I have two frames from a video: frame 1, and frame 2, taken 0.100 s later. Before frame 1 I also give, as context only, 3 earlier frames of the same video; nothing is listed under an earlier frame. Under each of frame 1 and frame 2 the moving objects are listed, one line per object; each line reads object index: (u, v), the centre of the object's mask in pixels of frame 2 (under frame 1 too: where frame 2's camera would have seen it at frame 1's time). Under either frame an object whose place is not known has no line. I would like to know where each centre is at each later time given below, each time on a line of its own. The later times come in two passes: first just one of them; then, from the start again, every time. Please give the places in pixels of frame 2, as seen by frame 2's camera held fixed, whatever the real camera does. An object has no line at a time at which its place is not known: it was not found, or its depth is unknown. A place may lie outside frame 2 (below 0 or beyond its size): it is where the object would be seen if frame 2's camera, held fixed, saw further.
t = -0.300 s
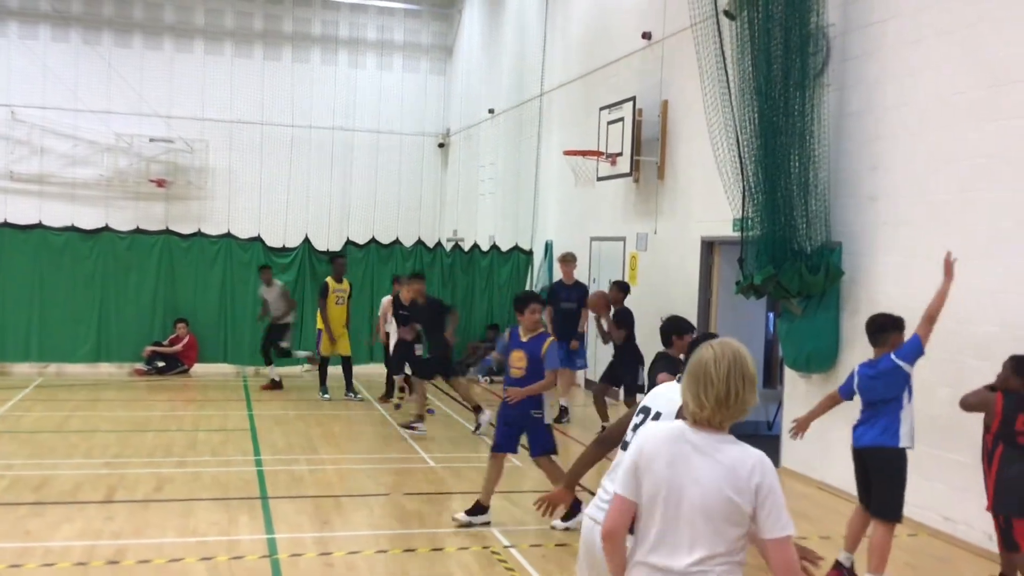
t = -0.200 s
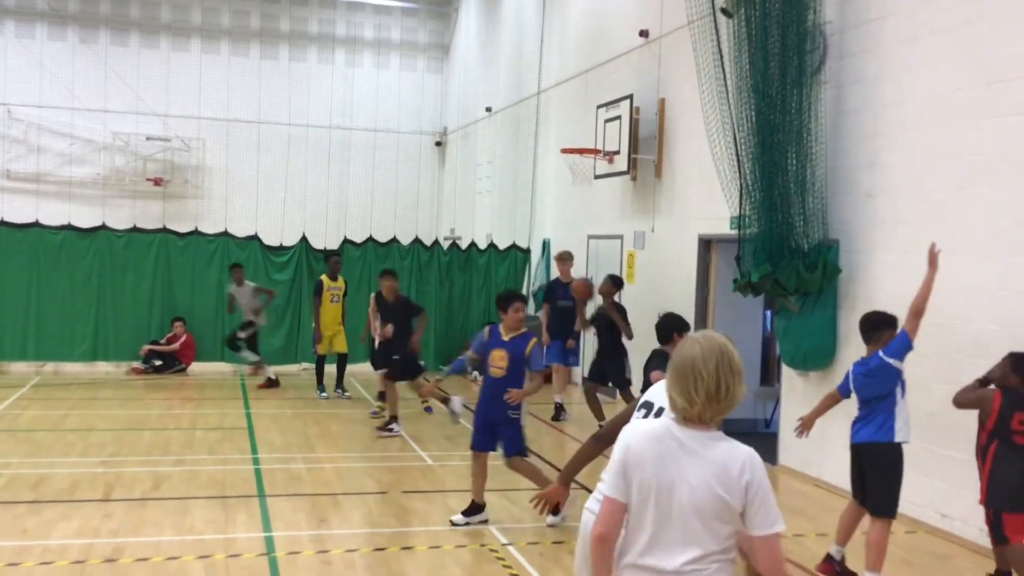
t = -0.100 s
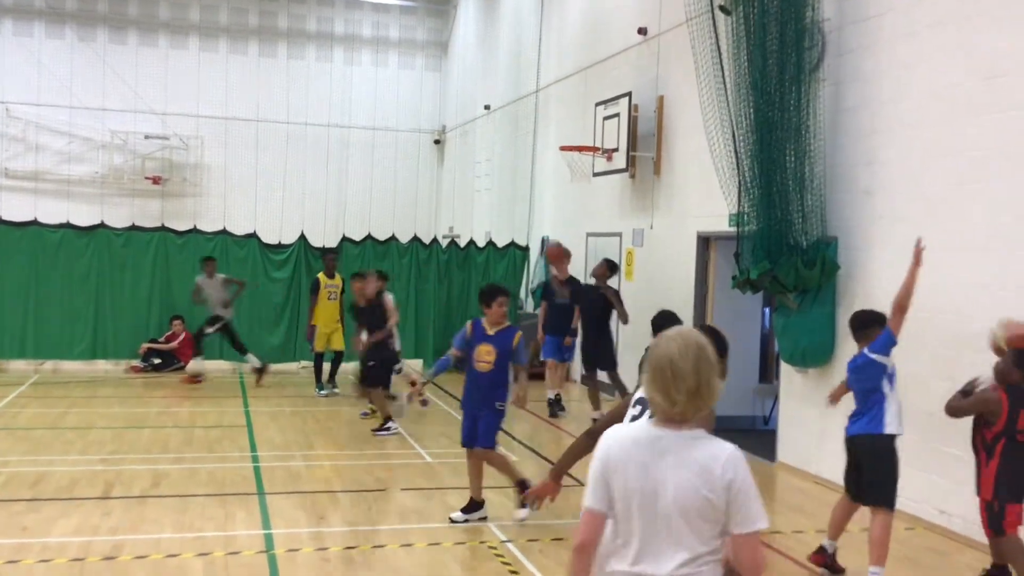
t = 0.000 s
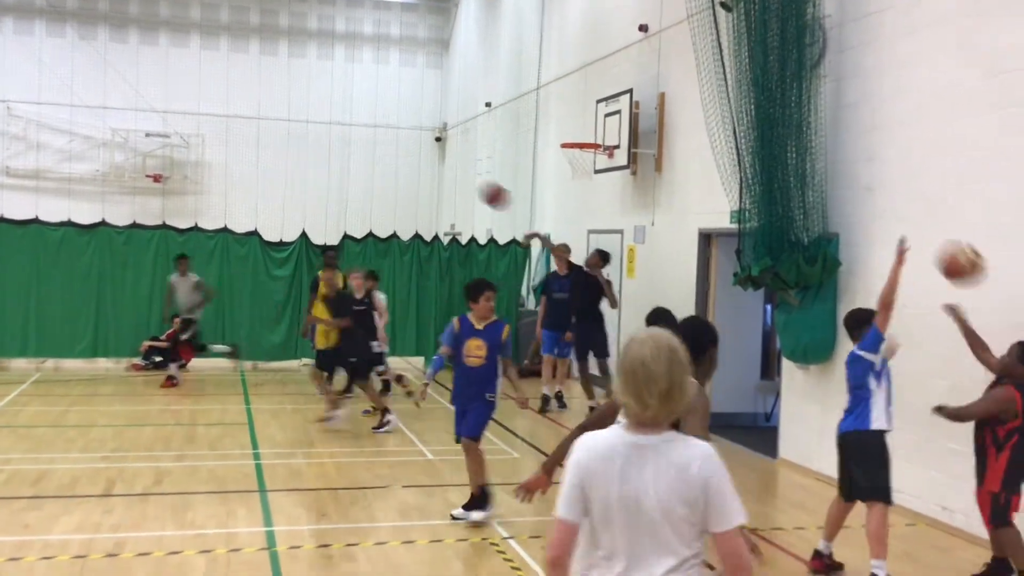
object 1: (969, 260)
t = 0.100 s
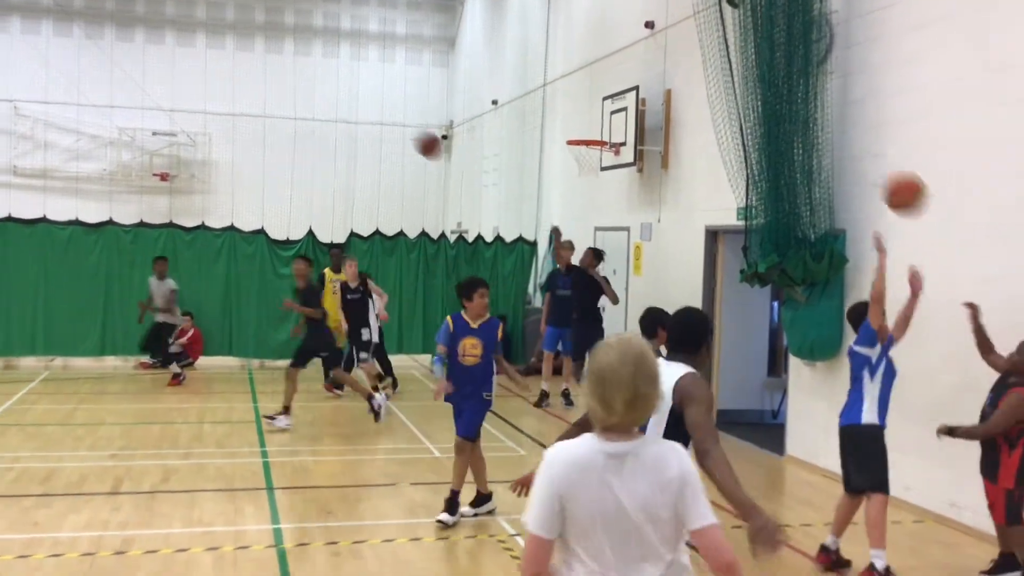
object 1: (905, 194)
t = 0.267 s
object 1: (797, 120)
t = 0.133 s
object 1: (884, 175)
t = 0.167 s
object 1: (862, 158)
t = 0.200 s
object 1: (842, 143)
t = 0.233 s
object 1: (820, 130)
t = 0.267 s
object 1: (797, 120)
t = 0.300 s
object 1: (778, 111)
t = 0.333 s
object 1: (756, 104)
